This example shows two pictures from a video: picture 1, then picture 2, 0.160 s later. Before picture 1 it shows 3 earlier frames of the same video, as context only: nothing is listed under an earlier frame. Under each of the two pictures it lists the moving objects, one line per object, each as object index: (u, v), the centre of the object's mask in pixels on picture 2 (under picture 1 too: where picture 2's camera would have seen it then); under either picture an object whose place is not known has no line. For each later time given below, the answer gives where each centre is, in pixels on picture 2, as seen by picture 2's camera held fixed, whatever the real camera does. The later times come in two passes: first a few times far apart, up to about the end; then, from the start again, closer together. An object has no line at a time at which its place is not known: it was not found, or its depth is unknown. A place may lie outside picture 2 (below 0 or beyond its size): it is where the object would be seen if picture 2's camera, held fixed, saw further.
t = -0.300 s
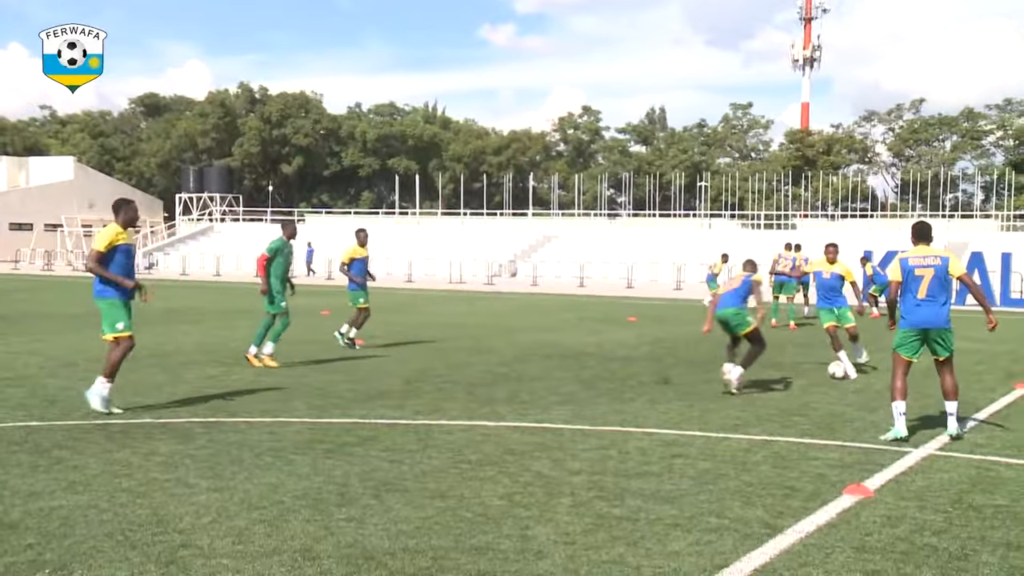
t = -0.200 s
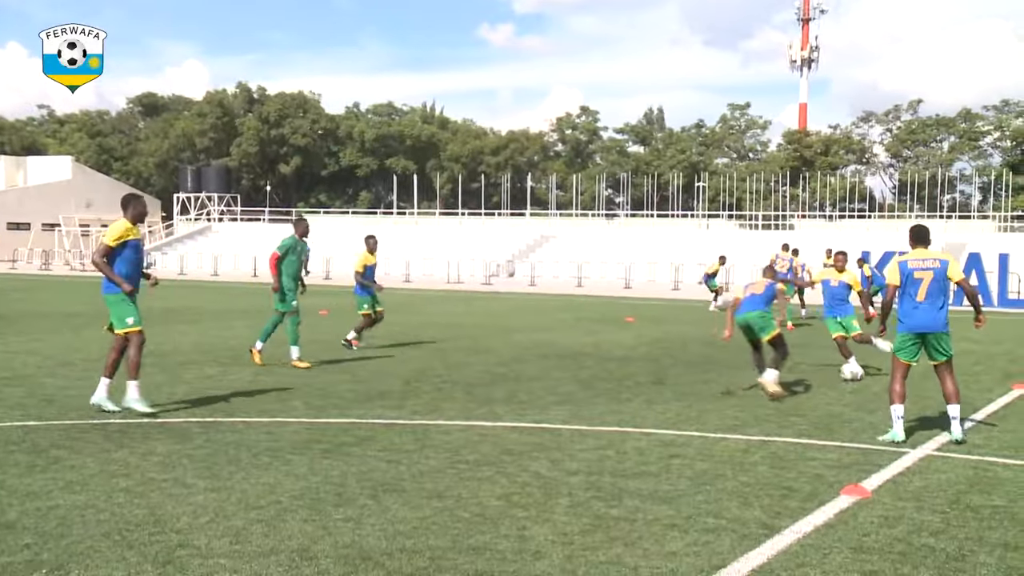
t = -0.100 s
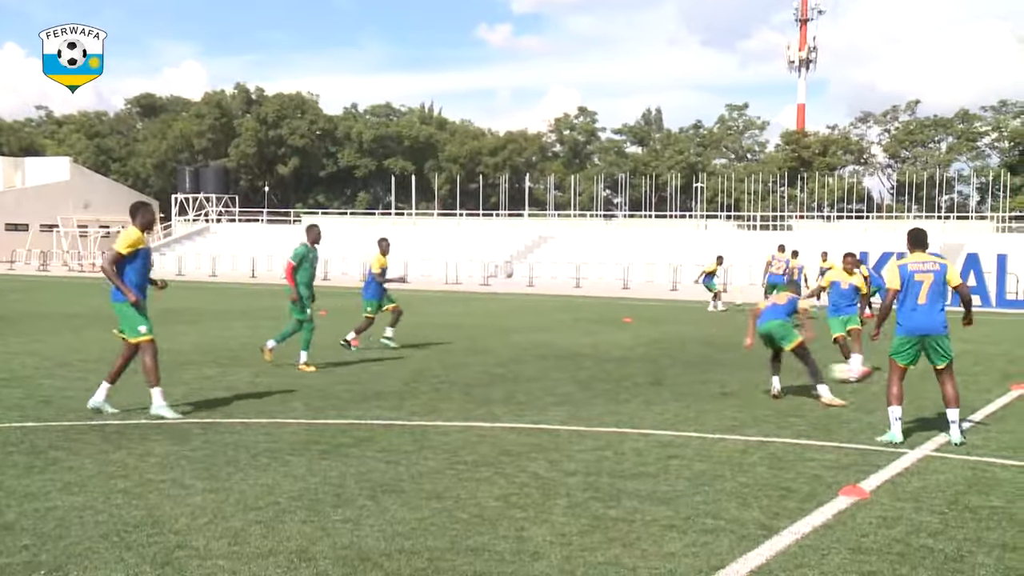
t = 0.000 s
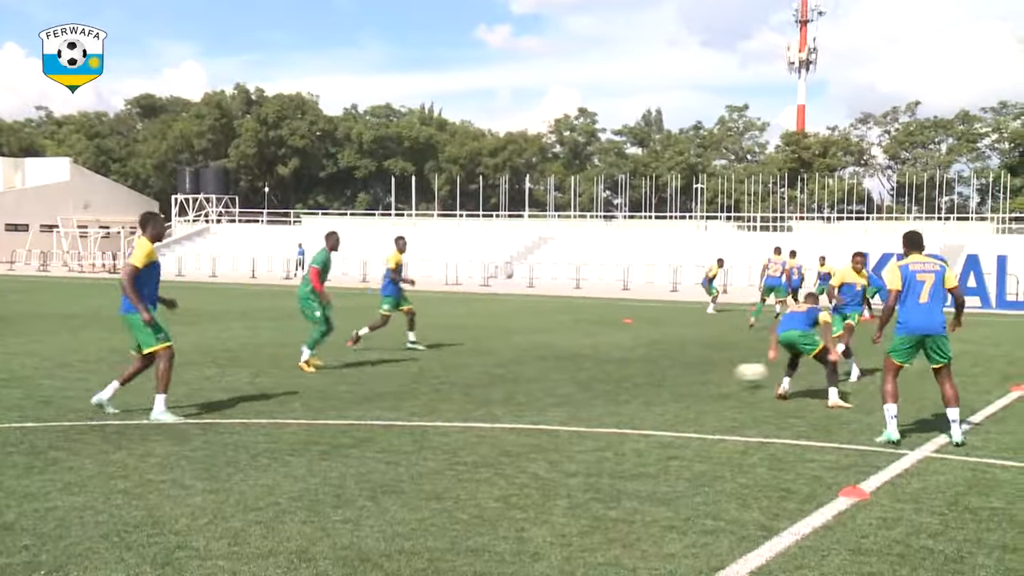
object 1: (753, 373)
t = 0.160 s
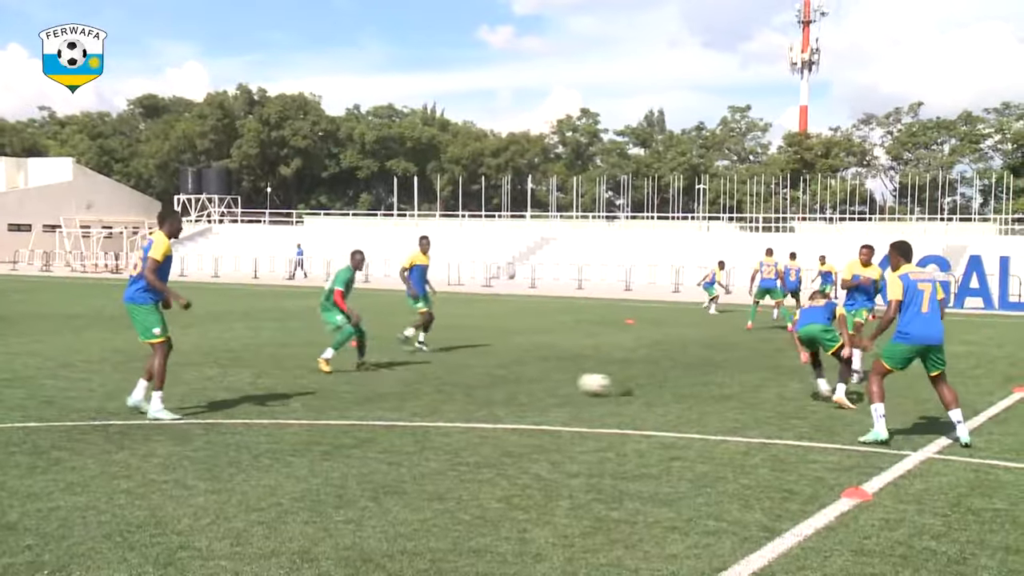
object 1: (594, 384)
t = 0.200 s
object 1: (556, 382)
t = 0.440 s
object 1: (307, 394)
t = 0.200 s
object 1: (556, 382)
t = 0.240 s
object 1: (516, 382)
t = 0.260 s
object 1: (495, 382)
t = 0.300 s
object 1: (453, 385)
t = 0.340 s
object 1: (410, 390)
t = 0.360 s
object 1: (389, 392)
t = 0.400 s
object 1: (348, 394)
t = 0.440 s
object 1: (307, 394)
